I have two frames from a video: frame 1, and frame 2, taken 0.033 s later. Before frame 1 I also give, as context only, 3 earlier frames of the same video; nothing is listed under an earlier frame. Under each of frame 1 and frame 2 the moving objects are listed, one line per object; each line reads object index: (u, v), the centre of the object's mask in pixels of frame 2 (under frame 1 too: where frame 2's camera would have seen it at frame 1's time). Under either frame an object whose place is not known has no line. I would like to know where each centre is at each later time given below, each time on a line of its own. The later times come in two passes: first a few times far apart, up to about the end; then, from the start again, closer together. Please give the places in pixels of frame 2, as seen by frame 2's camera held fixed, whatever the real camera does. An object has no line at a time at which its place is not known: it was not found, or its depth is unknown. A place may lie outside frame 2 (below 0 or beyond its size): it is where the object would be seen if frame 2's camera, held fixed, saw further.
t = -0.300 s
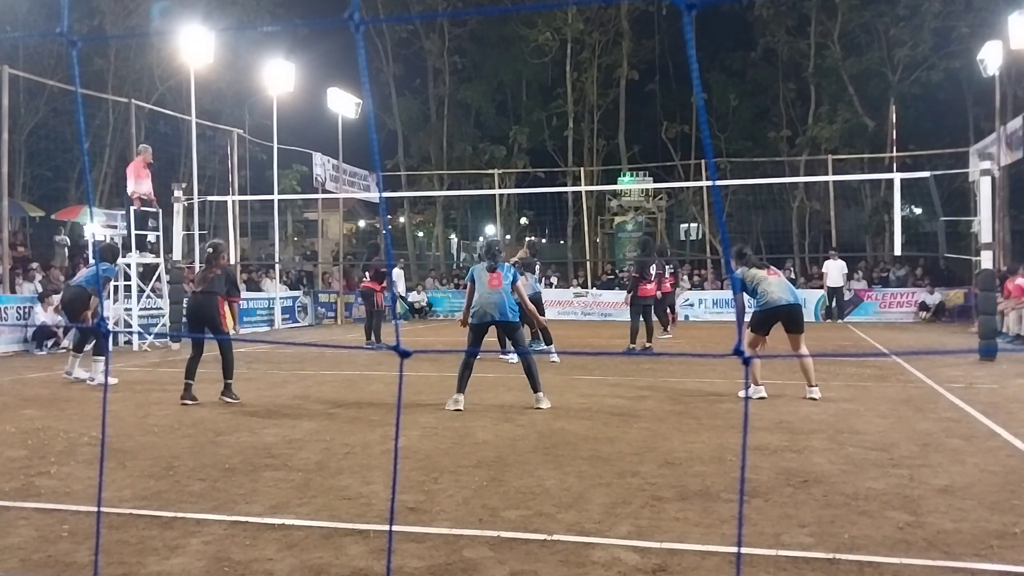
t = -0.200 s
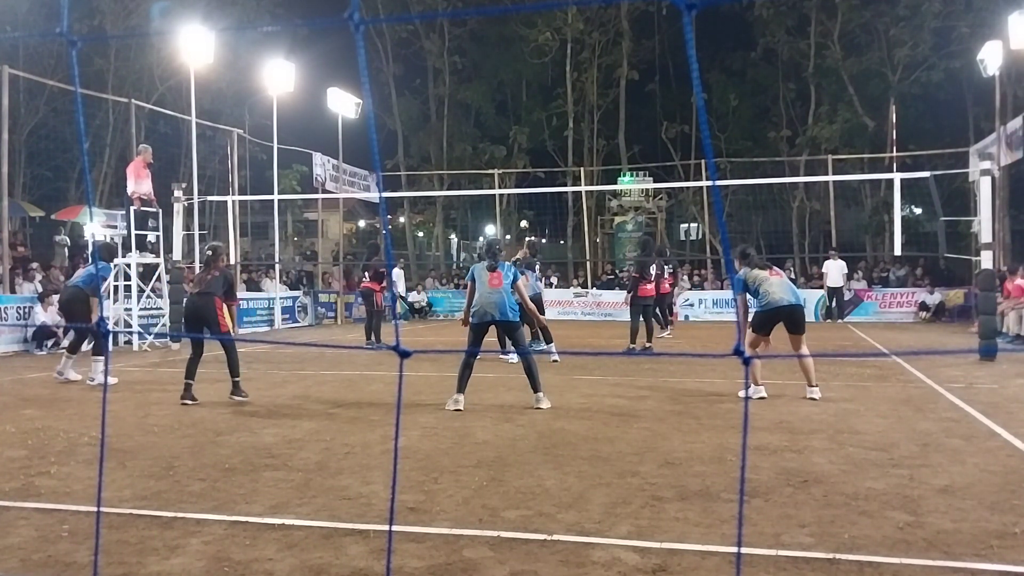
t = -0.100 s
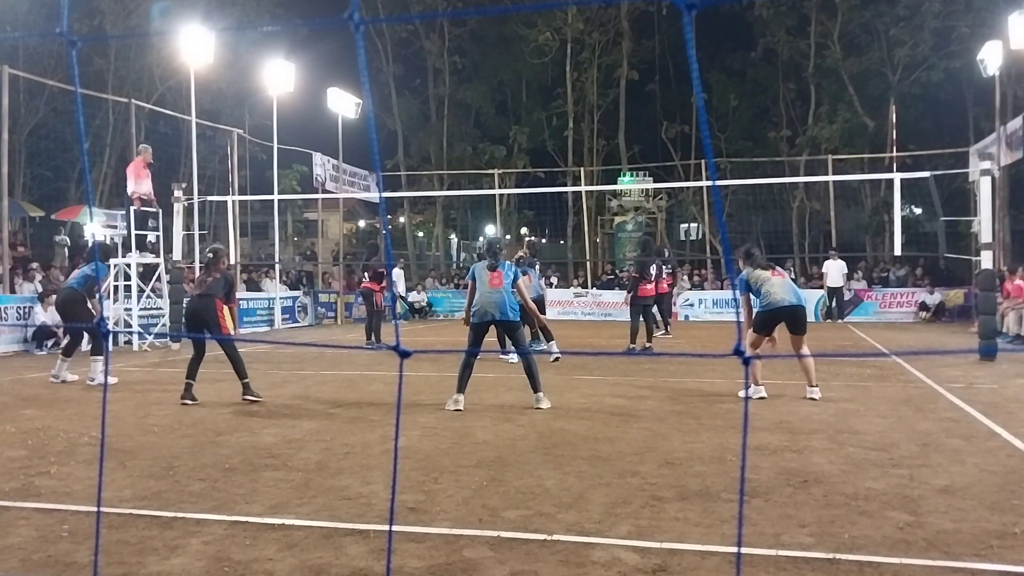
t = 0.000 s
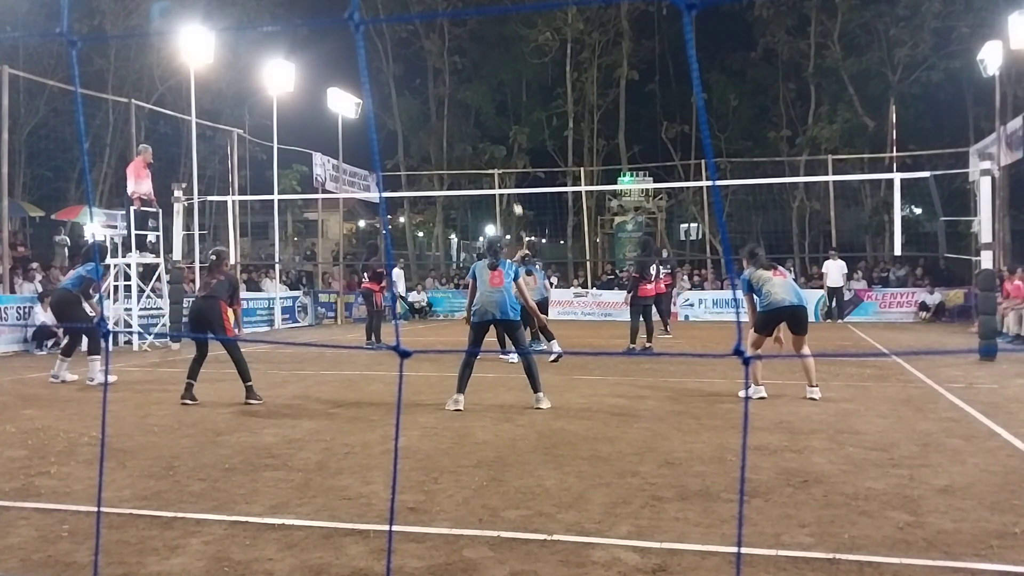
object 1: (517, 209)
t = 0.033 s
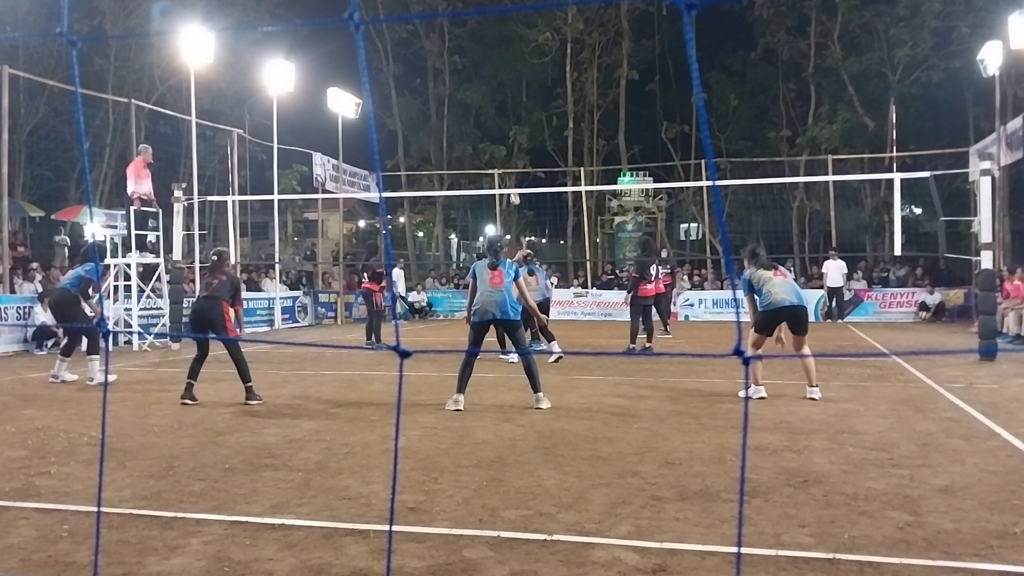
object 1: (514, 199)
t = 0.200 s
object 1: (499, 151)
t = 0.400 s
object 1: (479, 98)
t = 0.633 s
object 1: (453, 52)
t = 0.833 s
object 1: (418, 35)
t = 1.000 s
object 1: (375, 48)
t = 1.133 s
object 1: (328, 83)
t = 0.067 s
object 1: (511, 186)
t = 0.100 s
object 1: (508, 179)
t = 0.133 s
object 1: (505, 168)
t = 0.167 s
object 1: (502, 160)
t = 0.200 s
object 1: (499, 151)
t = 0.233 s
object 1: (496, 141)
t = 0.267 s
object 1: (493, 132)
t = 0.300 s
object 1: (489, 124)
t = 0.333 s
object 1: (486, 114)
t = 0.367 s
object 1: (483, 106)
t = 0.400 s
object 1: (479, 98)
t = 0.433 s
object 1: (476, 91)
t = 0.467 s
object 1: (472, 83)
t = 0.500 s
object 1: (469, 75)
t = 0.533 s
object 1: (465, 69)
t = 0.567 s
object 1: (460, 63)
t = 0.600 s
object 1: (457, 57)
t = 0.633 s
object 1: (453, 52)
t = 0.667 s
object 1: (447, 47)
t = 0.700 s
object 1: (442, 43)
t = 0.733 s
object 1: (437, 40)
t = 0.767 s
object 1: (430, 38)
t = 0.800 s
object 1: (424, 36)
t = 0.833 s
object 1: (418, 35)
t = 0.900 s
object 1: (402, 37)
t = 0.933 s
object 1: (394, 40)
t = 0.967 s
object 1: (384, 43)
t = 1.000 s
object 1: (375, 48)
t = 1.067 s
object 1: (350, 64)
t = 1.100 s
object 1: (340, 73)
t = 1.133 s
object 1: (328, 83)
